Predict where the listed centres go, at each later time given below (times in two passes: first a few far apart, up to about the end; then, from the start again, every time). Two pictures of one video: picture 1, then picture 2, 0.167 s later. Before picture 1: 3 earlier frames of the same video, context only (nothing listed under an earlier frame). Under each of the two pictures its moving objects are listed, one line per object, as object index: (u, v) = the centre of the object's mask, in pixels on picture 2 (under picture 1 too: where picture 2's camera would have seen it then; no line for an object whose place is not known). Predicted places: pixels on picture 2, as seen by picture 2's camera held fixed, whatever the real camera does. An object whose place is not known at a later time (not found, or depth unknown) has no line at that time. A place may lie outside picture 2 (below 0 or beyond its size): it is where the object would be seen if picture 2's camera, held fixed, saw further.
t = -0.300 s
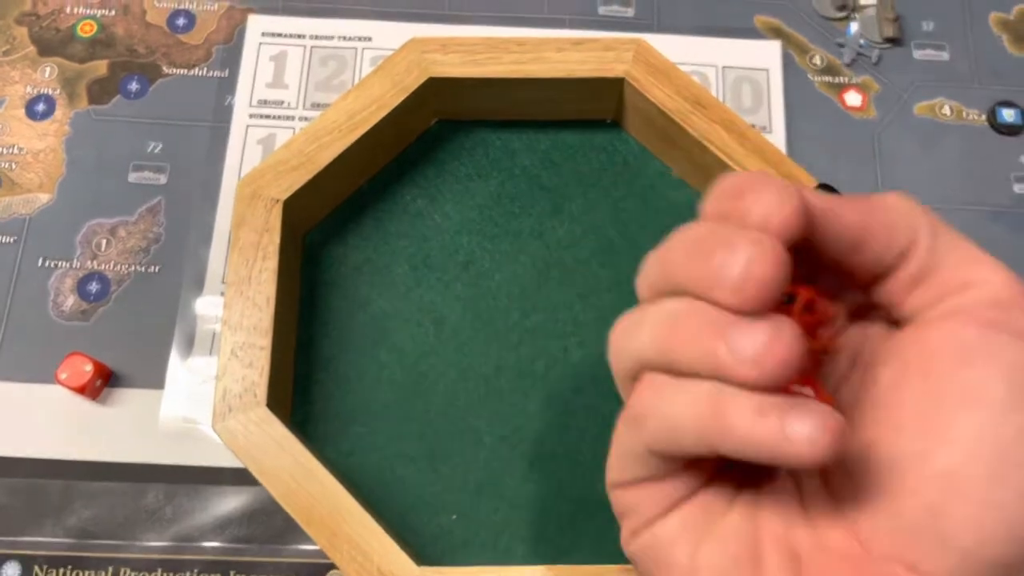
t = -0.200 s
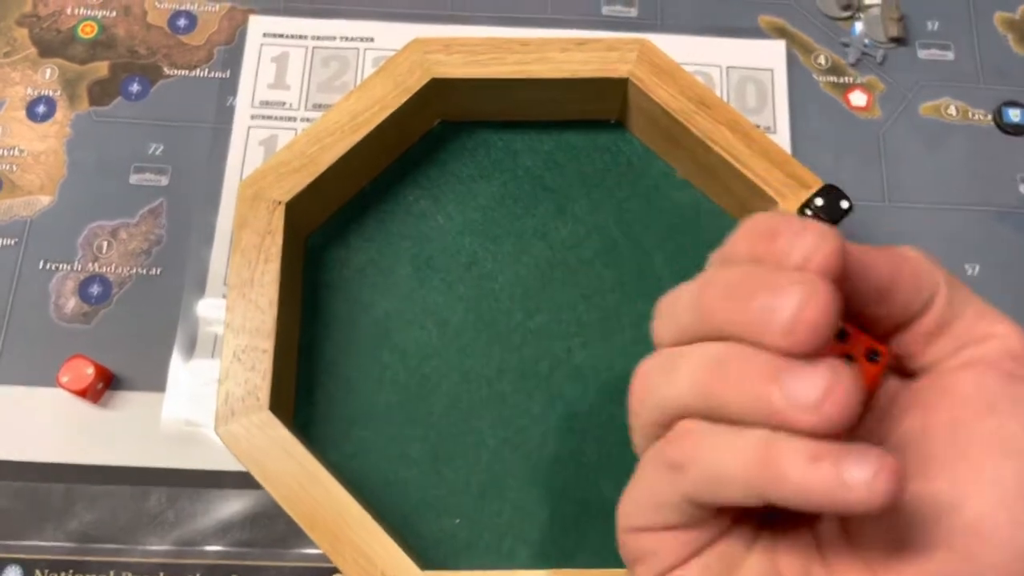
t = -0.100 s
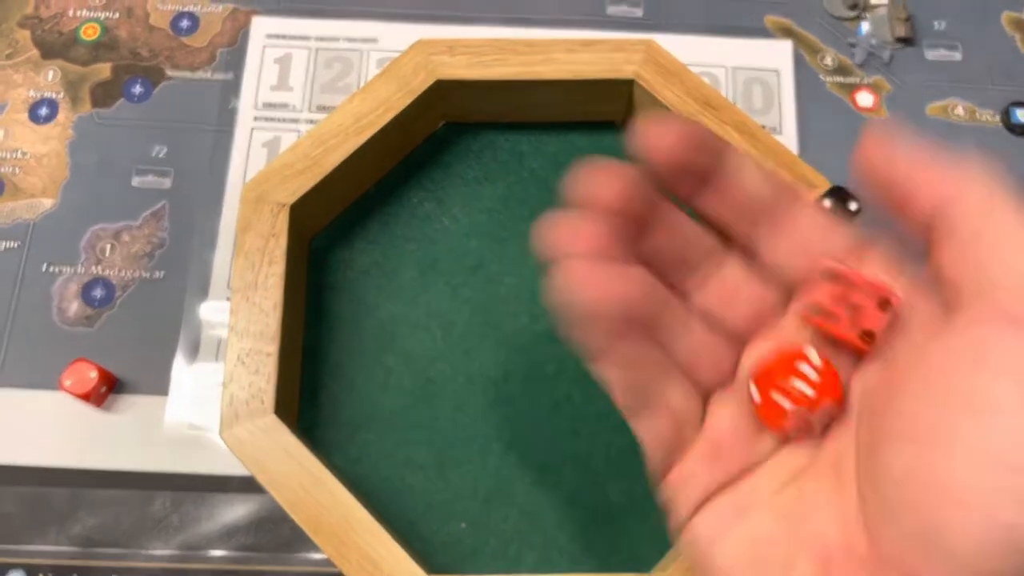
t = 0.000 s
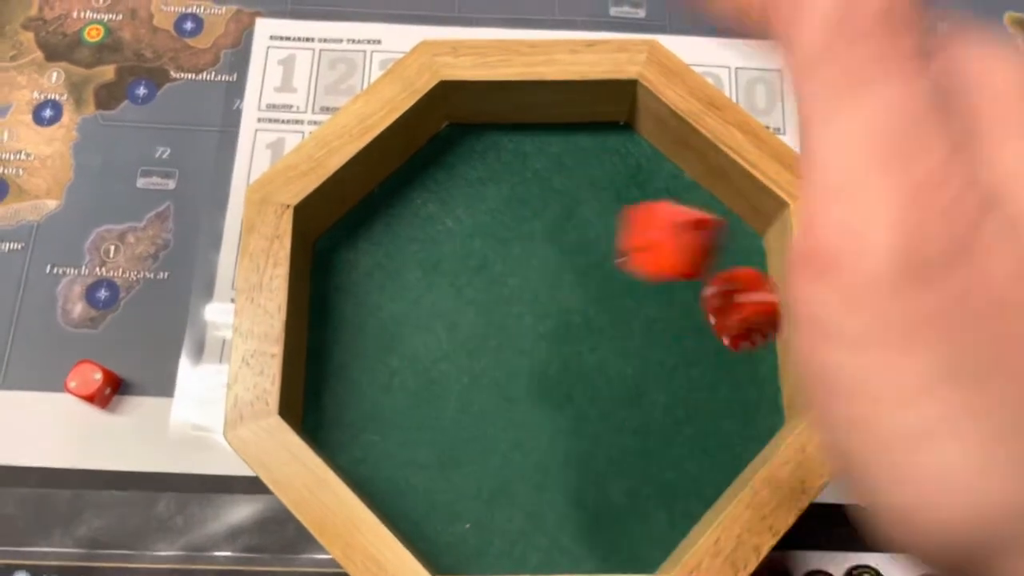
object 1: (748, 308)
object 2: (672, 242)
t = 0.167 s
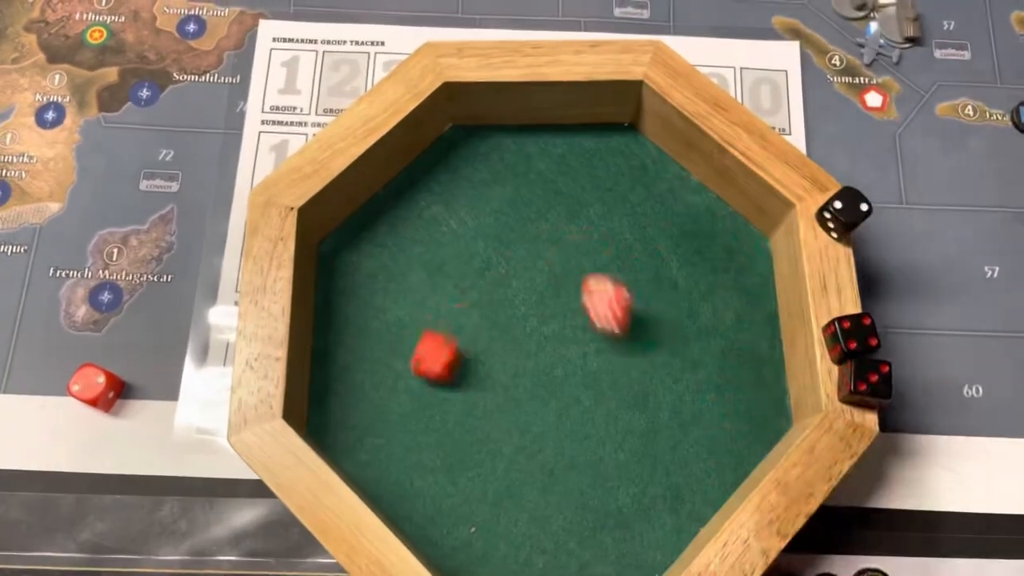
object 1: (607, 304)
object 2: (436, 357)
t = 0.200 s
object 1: (581, 261)
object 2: (432, 349)
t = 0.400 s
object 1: (457, 146)
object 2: (439, 287)
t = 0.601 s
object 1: (487, 181)
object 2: (438, 285)
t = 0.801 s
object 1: (493, 181)
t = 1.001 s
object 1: (493, 181)
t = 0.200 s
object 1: (581, 261)
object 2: (432, 349)
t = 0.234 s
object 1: (553, 227)
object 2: (434, 334)
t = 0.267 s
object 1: (526, 206)
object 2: (440, 323)
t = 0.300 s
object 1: (502, 191)
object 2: (444, 312)
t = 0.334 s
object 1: (483, 169)
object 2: (446, 301)
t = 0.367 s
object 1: (468, 159)
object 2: (442, 291)
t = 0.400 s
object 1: (457, 146)
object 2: (439, 287)
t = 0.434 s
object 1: (457, 144)
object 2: (438, 285)
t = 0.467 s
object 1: (466, 148)
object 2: (438, 285)
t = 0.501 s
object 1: (473, 155)
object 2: (438, 285)
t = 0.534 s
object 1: (478, 164)
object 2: (438, 285)
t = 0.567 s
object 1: (483, 172)
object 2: (438, 285)
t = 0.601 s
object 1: (487, 181)
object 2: (438, 285)
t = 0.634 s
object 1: (491, 182)
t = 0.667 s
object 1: (493, 180)
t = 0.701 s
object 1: (493, 180)
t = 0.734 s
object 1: (493, 181)
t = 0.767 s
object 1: (493, 181)
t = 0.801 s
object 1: (493, 181)
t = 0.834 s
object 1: (493, 181)
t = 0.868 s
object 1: (493, 181)
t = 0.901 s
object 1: (493, 181)
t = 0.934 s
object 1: (493, 180)
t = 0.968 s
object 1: (493, 180)
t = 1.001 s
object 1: (493, 181)
